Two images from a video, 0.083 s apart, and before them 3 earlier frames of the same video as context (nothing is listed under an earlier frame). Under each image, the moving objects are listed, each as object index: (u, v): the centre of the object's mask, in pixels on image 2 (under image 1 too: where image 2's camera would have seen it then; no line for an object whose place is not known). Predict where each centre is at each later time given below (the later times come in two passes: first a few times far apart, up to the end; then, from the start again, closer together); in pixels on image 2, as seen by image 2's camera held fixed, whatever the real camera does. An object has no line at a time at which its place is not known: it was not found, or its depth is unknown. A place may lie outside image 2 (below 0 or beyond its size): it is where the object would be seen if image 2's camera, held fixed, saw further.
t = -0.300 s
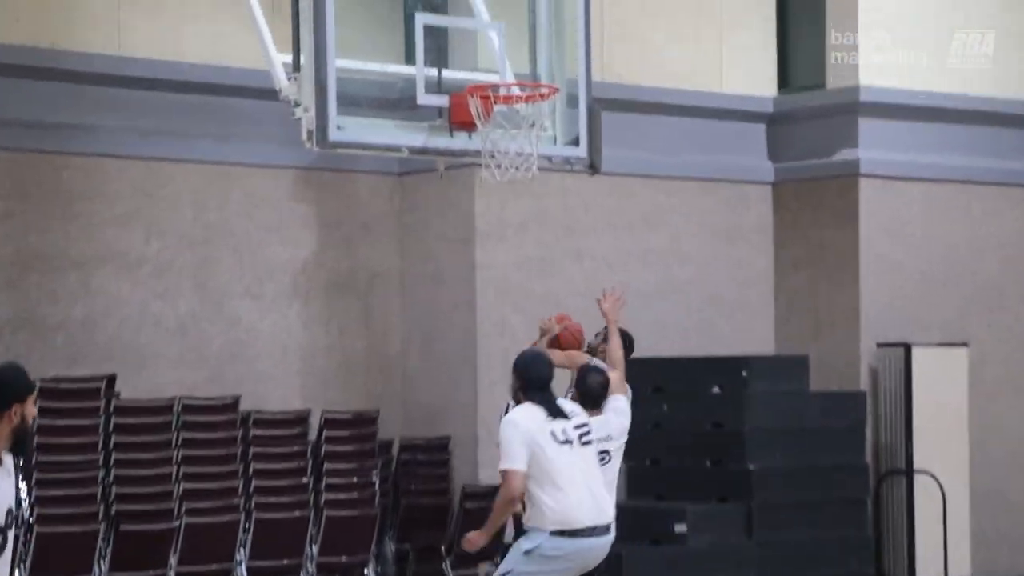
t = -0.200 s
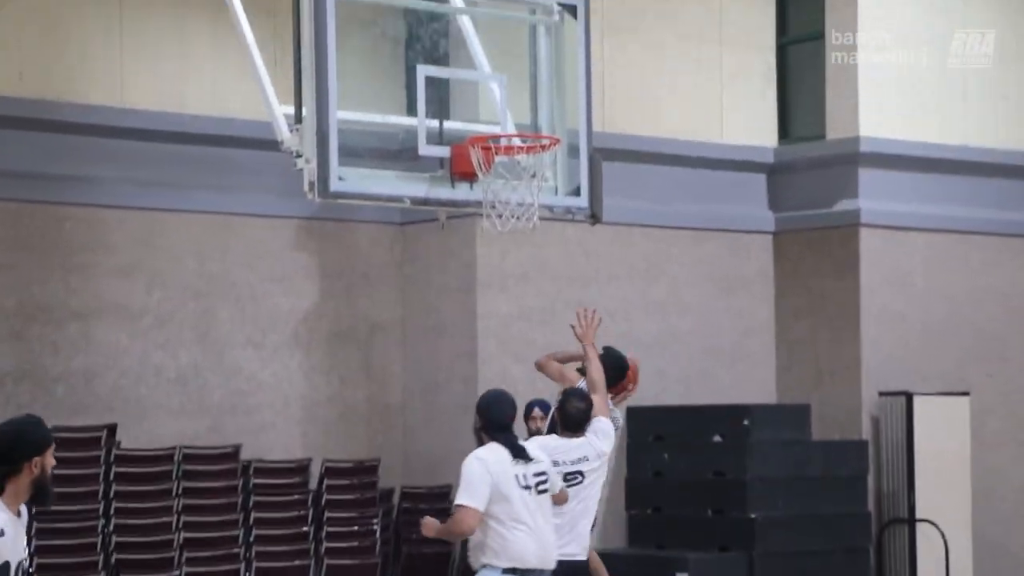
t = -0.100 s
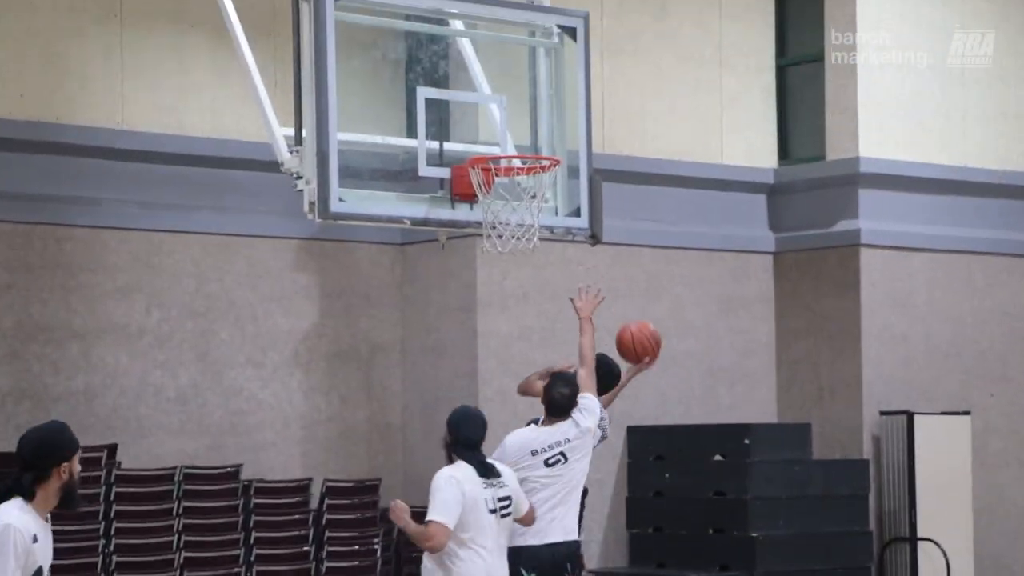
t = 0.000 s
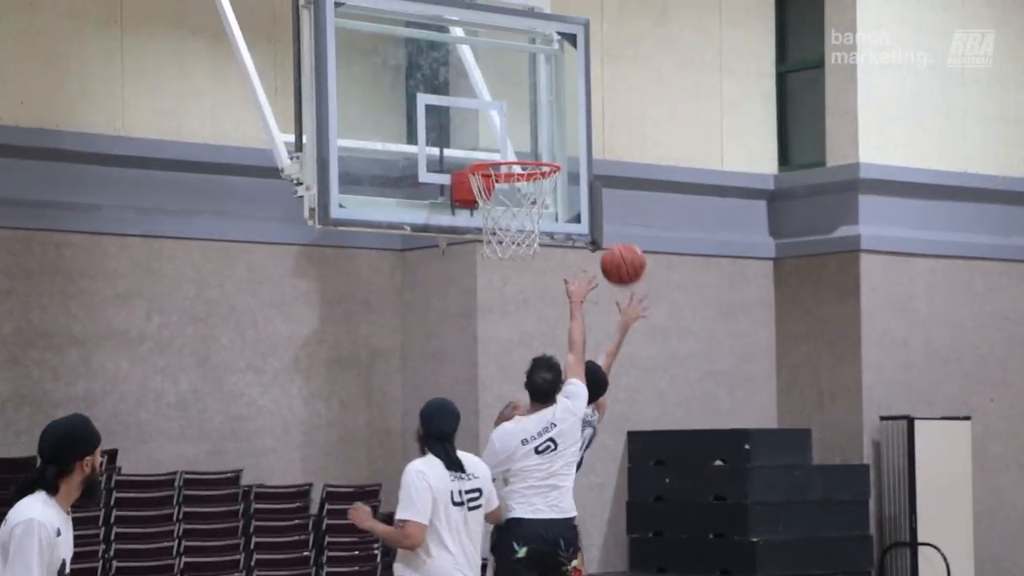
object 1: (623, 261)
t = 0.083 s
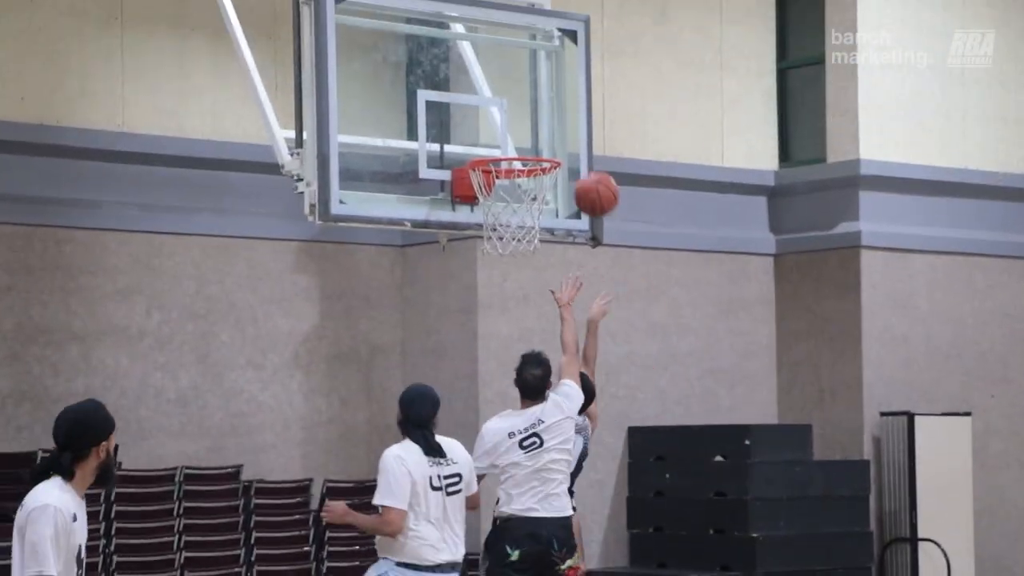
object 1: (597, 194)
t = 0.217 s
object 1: (553, 117)
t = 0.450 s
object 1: (523, 73)
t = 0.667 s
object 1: (527, 136)
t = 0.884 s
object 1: (494, 214)
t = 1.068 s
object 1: (492, 251)
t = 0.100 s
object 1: (591, 183)
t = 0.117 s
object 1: (585, 172)
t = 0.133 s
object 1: (580, 161)
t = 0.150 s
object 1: (575, 151)
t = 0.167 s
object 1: (569, 142)
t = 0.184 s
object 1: (564, 133)
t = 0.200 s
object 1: (559, 125)
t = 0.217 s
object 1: (553, 117)
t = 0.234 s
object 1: (548, 109)
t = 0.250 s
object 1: (543, 102)
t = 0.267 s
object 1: (537, 95)
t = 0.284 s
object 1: (531, 89)
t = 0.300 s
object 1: (526, 84)
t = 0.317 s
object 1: (522, 79)
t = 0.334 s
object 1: (522, 77)
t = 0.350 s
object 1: (522, 74)
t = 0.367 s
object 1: (522, 73)
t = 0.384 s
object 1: (522, 72)
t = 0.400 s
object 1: (522, 72)
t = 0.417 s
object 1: (523, 72)
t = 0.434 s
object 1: (523, 72)
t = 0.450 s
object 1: (523, 73)
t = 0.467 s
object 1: (523, 75)
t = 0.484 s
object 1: (523, 78)
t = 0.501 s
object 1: (523, 81)
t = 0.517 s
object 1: (524, 84)
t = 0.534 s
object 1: (524, 87)
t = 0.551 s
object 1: (524, 92)
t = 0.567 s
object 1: (525, 97)
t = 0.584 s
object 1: (525, 102)
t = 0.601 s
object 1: (525, 108)
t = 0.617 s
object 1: (525, 114)
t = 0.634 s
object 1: (526, 121)
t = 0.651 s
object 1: (526, 129)
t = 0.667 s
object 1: (527, 136)
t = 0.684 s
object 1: (527, 142)
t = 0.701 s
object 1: (527, 146)
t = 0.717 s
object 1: (523, 148)
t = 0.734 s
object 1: (519, 164)
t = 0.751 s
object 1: (516, 170)
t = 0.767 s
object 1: (516, 178)
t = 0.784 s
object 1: (508, 182)
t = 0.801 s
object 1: (505, 188)
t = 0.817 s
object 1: (501, 196)
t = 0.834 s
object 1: (499, 202)
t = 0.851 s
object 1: (497, 207)
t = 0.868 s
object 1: (494, 210)
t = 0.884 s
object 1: (494, 214)
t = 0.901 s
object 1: (492, 219)
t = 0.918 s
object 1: (491, 220)
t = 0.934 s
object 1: (491, 221)
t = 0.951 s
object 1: (491, 222)
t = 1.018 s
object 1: (493, 235)
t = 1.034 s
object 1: (493, 242)
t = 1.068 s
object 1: (492, 251)
